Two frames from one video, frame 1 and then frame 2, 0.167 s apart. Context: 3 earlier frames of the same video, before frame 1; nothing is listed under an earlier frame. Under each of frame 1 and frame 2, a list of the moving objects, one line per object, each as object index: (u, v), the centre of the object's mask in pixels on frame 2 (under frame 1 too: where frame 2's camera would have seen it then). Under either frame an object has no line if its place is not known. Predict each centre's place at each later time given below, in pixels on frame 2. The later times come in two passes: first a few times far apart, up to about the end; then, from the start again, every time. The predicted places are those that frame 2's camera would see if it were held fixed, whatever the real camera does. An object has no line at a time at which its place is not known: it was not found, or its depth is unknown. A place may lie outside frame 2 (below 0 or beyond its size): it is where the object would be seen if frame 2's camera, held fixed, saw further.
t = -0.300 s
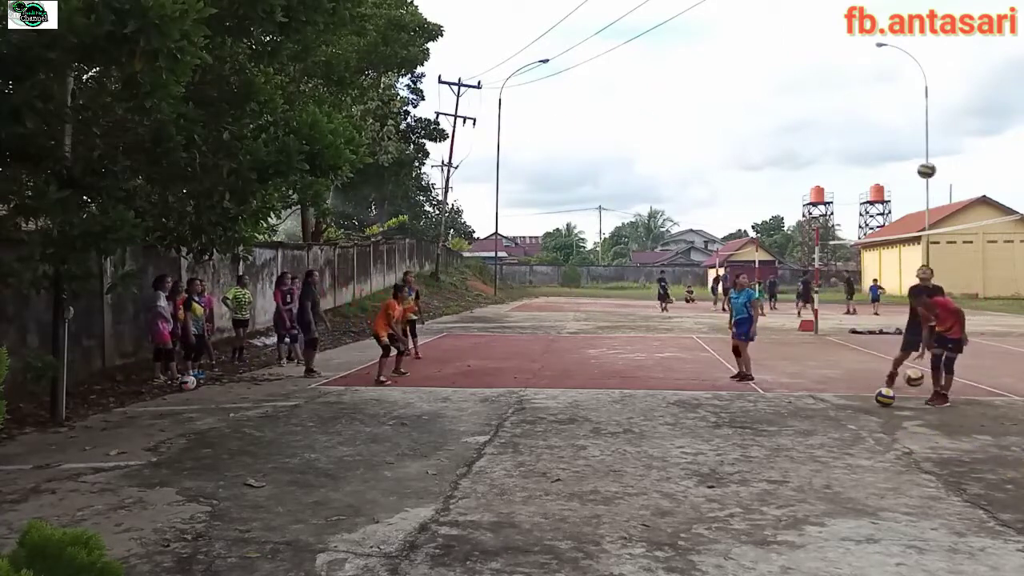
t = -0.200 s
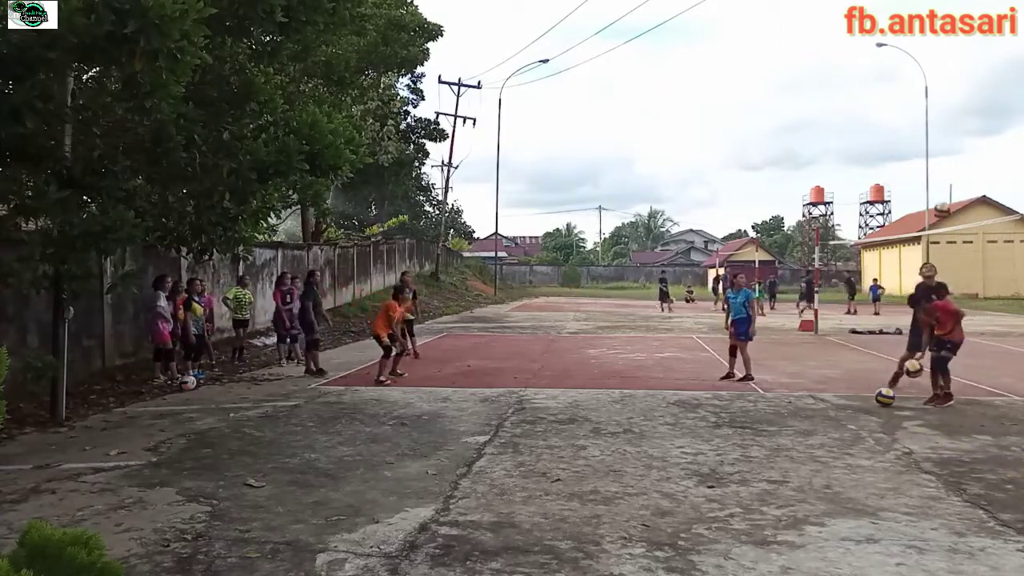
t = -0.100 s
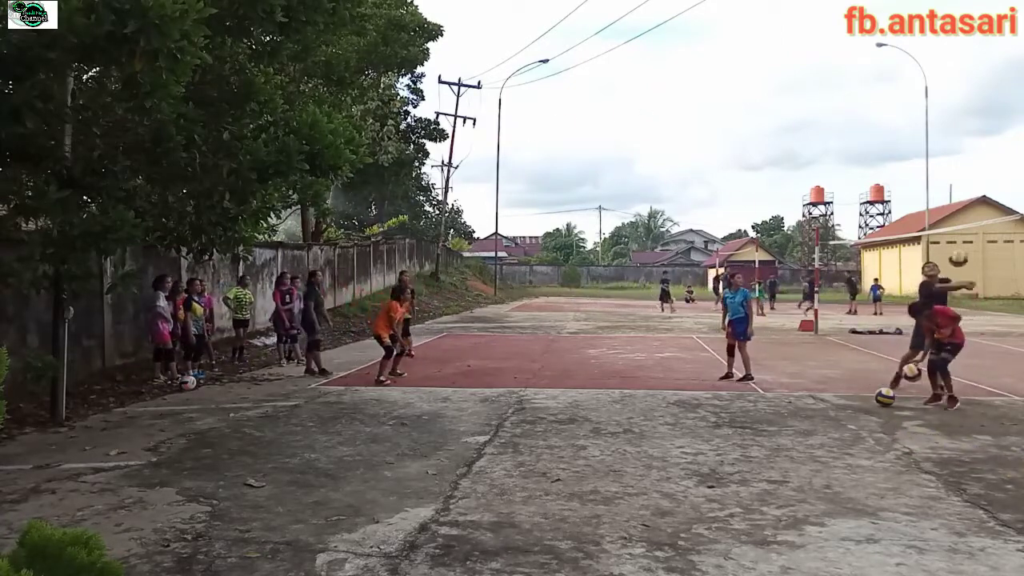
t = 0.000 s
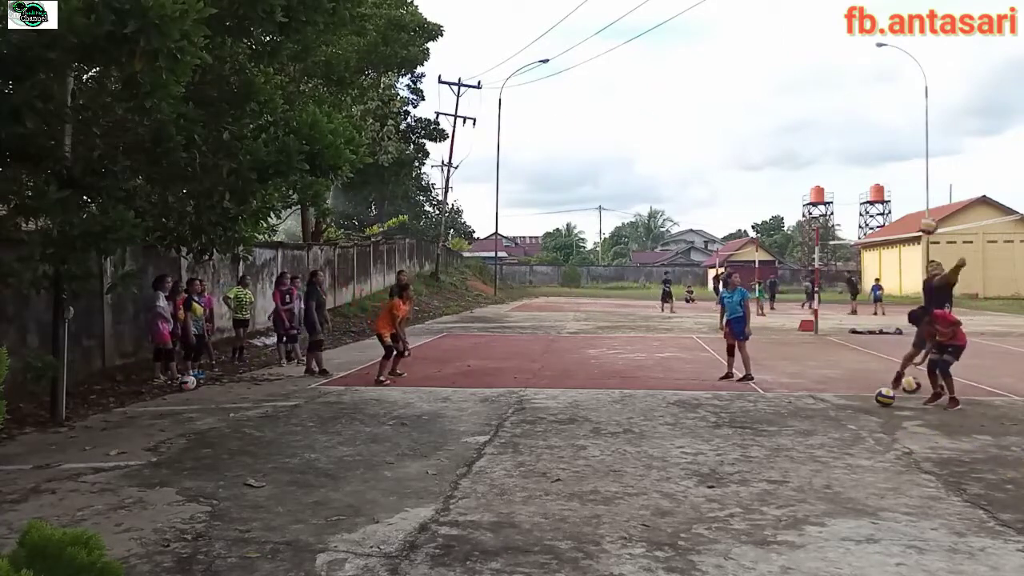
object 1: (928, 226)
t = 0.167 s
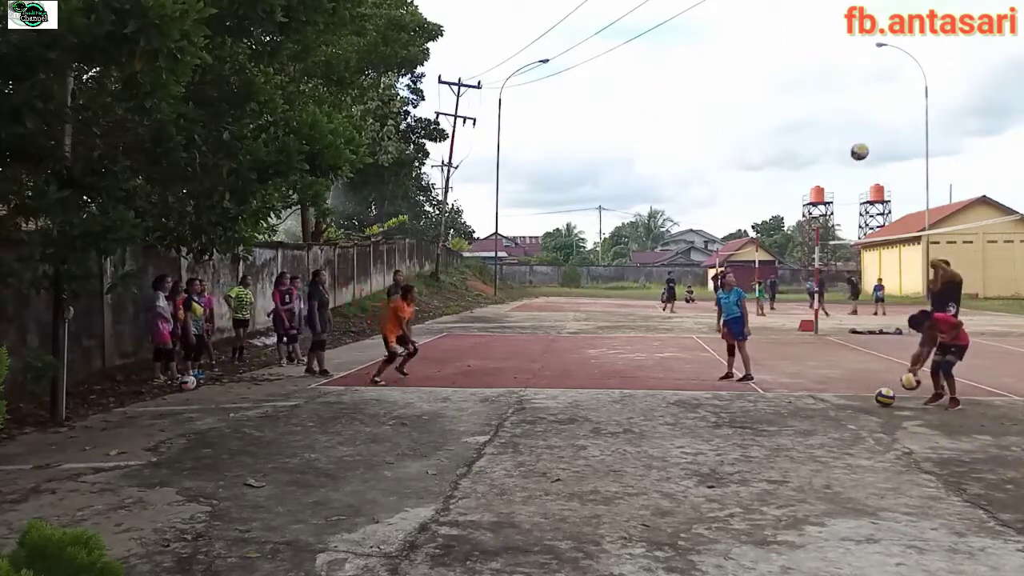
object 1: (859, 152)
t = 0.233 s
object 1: (833, 130)
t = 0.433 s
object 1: (760, 89)
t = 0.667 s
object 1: (683, 82)
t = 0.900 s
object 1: (614, 115)
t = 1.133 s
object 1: (554, 180)
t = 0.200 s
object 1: (846, 140)
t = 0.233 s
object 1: (833, 130)
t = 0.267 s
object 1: (820, 121)
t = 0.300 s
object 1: (808, 112)
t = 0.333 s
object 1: (796, 105)
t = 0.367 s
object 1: (783, 99)
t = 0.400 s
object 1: (772, 93)
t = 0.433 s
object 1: (760, 89)
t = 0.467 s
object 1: (748, 85)
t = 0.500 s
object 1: (737, 83)
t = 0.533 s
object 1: (726, 81)
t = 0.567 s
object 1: (715, 80)
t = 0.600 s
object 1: (704, 80)
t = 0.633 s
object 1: (693, 81)
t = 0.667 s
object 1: (683, 82)
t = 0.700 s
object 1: (672, 85)
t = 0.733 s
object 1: (662, 88)
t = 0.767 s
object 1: (652, 92)
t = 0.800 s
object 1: (642, 96)
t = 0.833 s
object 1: (633, 102)
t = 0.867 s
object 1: (623, 108)
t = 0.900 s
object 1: (614, 115)
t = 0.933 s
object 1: (605, 122)
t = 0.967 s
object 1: (596, 130)
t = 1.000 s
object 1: (587, 139)
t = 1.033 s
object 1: (579, 148)
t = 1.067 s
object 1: (570, 158)
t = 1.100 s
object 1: (562, 169)
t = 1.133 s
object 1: (554, 180)
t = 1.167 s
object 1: (546, 191)
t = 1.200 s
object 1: (538, 204)
